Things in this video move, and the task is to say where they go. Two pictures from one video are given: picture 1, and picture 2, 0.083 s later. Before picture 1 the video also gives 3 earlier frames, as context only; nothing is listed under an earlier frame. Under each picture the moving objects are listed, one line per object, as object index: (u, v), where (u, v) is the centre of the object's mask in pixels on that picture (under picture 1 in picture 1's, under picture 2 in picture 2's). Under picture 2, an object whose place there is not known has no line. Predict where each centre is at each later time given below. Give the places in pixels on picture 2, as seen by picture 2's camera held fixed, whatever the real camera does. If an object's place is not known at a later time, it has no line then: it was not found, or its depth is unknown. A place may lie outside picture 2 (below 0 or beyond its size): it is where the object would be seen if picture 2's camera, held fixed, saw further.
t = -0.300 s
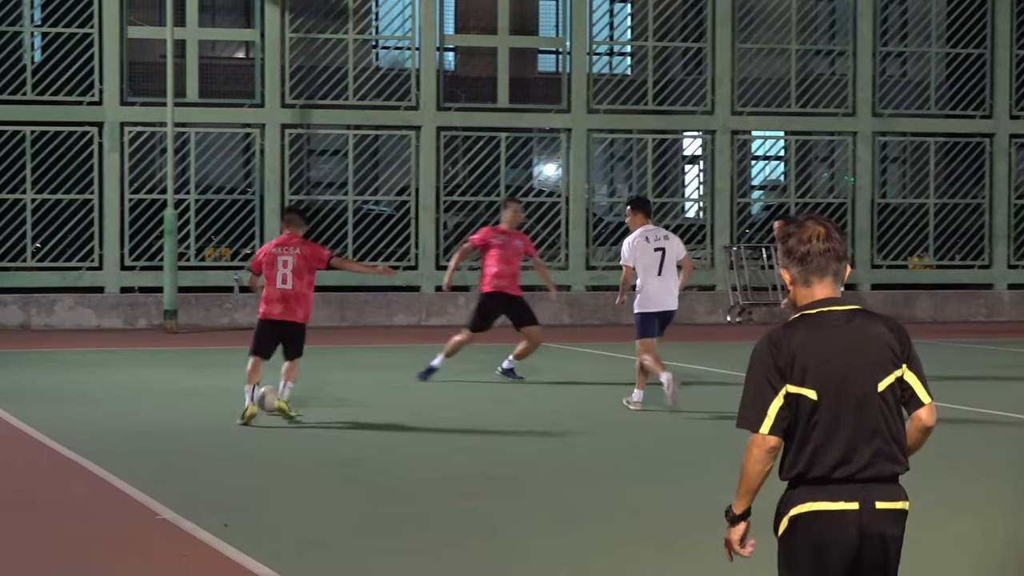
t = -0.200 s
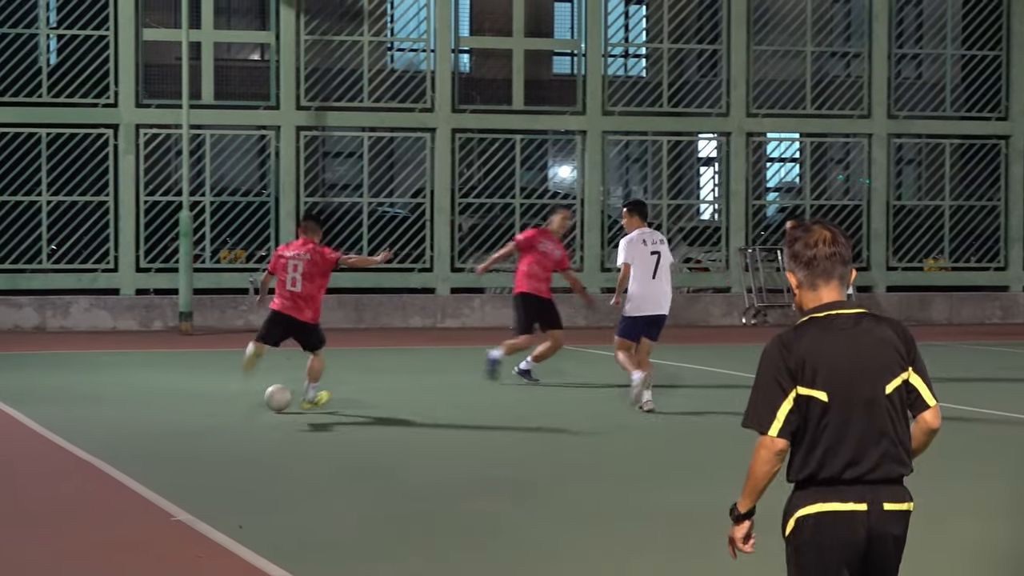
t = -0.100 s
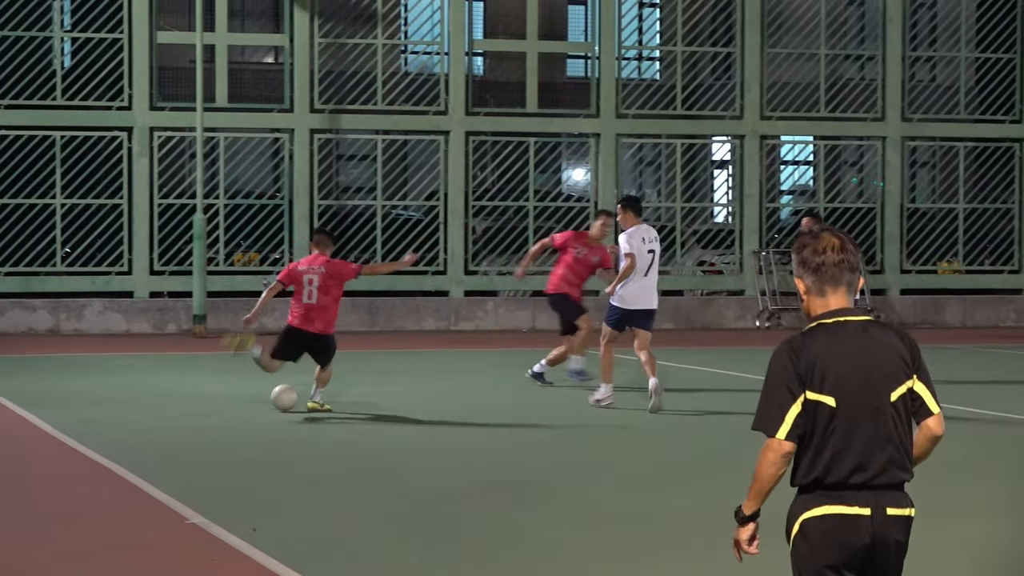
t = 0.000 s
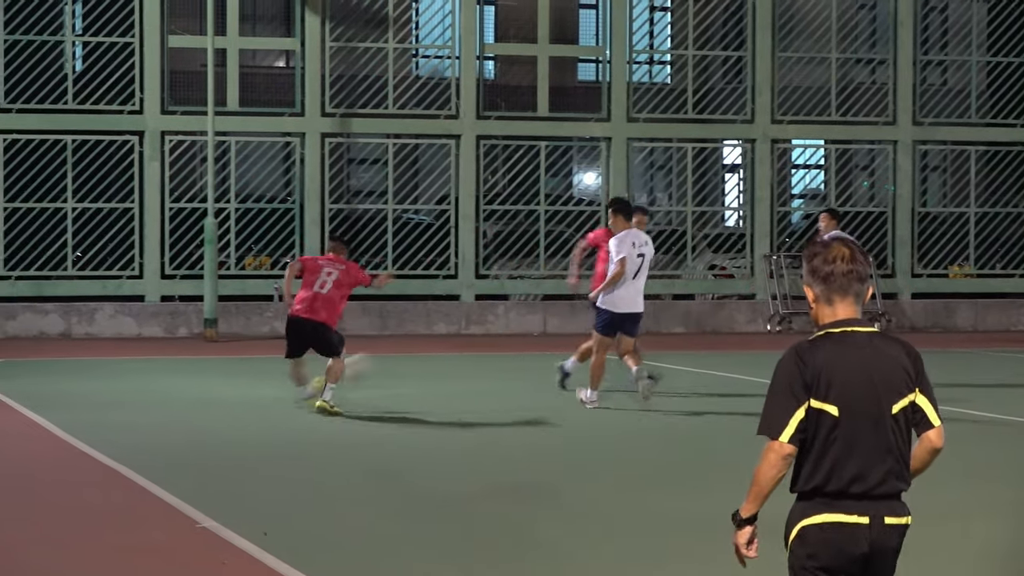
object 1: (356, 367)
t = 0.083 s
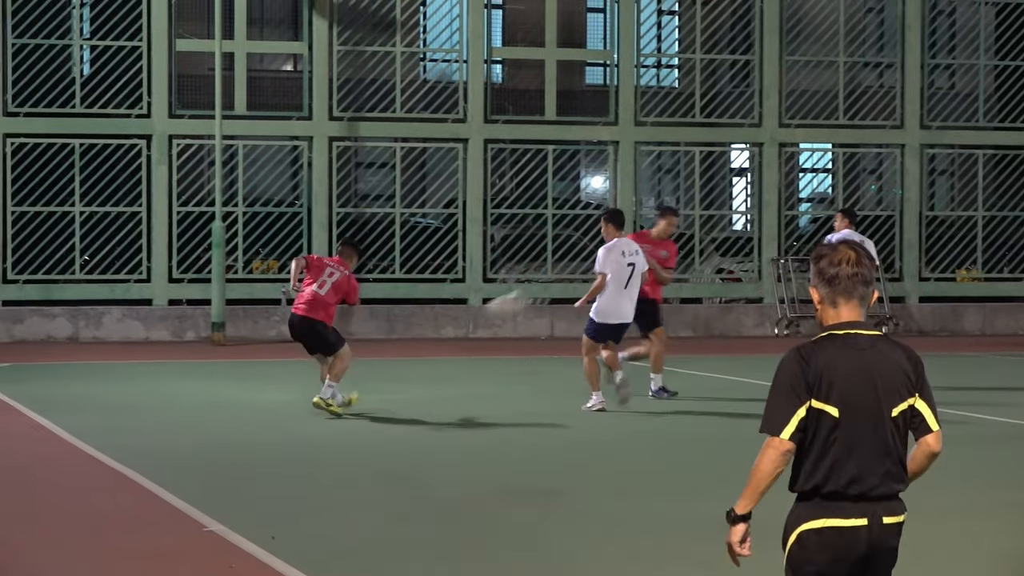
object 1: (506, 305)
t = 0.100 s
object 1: (535, 293)
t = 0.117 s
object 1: (564, 280)
